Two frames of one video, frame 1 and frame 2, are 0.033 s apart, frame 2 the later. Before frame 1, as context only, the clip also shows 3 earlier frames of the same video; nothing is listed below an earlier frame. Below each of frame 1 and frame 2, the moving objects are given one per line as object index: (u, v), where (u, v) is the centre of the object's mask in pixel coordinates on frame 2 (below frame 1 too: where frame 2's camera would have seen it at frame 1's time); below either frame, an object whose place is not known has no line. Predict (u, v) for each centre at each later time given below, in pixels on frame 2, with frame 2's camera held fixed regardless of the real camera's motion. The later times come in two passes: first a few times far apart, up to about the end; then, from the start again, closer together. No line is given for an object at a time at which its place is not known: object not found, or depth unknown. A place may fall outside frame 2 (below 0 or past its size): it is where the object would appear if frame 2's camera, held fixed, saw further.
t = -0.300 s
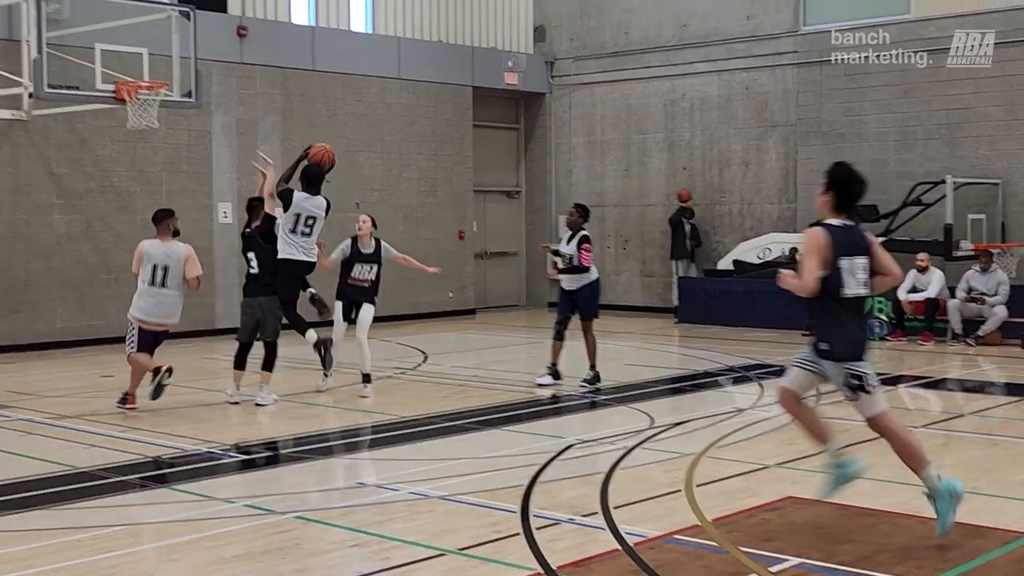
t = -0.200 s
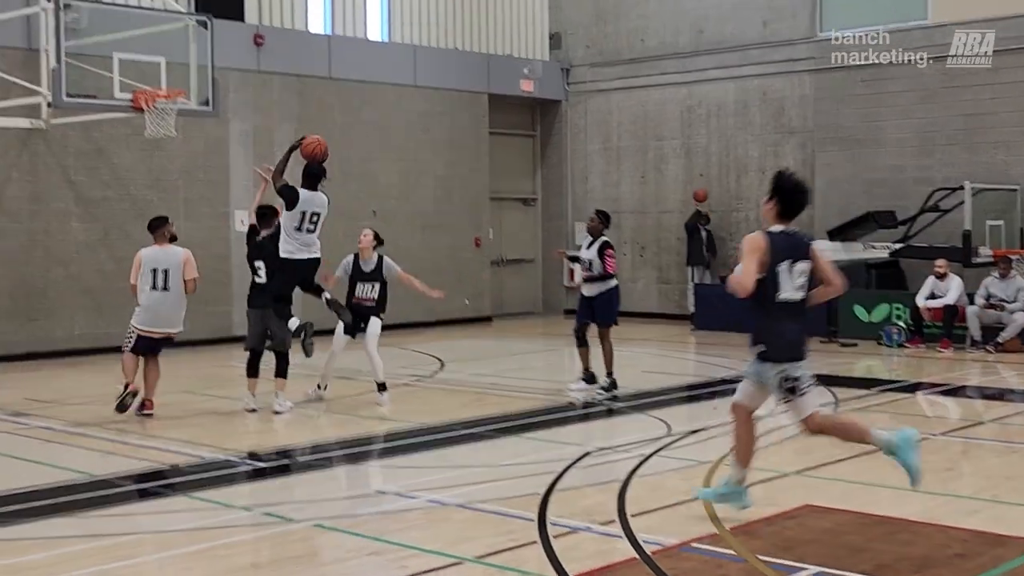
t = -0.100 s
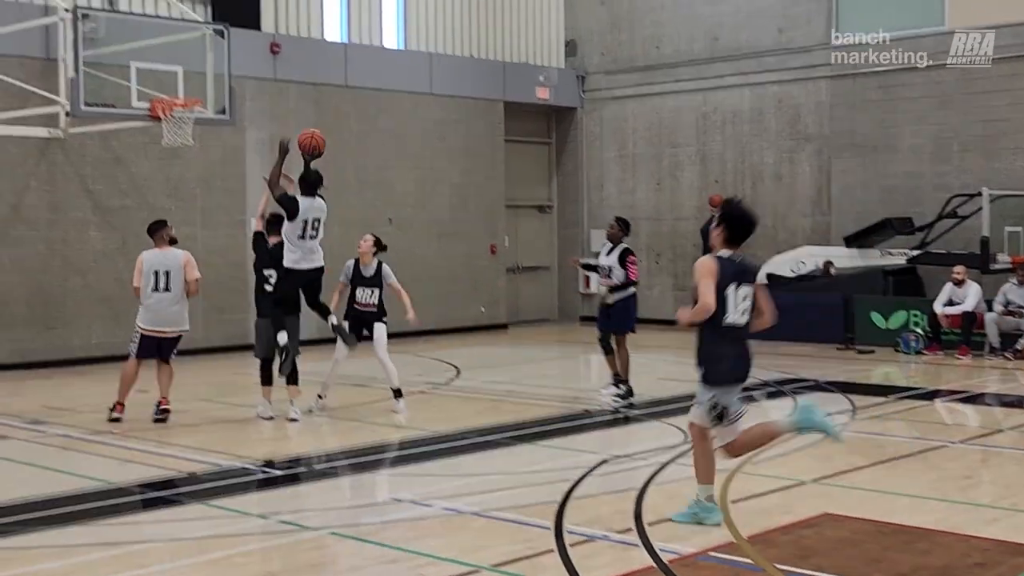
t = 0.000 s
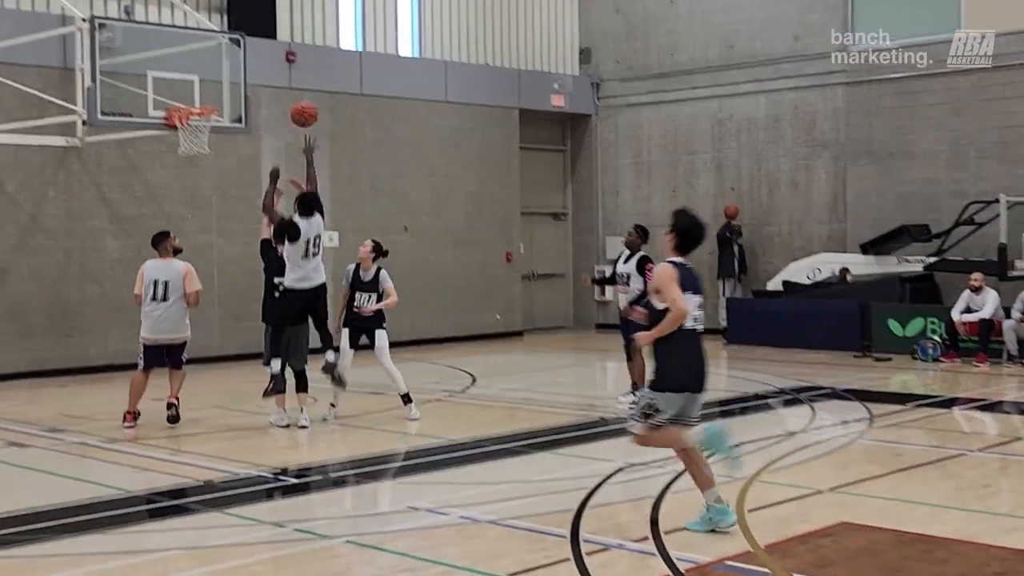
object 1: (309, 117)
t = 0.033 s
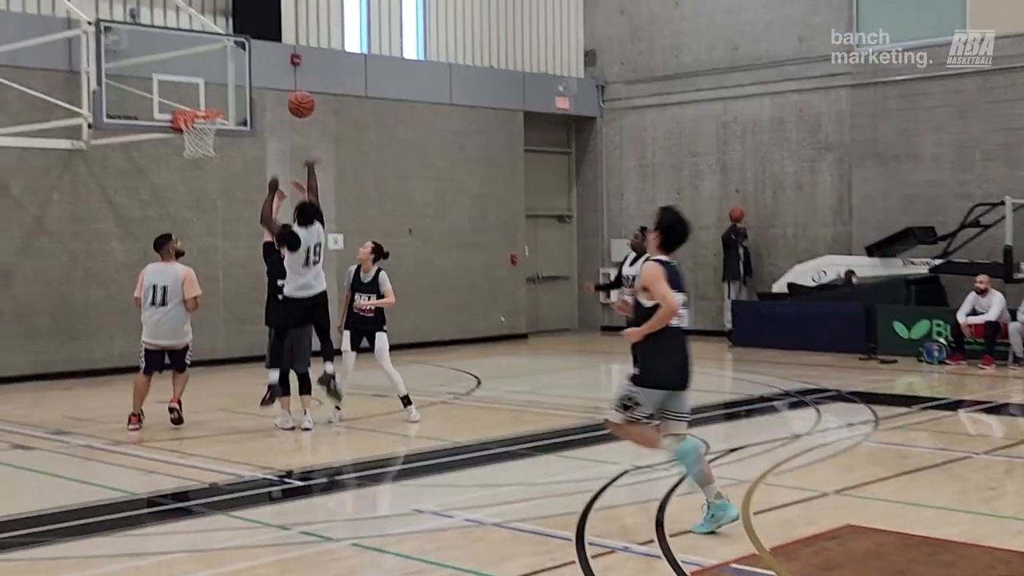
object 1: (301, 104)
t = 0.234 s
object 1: (256, 60)
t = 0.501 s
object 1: (204, 68)
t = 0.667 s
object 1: (177, 101)
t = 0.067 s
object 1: (293, 93)
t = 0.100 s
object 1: (285, 84)
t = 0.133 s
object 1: (277, 76)
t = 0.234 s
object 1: (256, 60)
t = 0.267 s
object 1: (249, 57)
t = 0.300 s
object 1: (243, 55)
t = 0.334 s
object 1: (236, 54)
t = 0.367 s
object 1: (229, 55)
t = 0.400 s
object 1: (223, 56)
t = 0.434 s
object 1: (216, 59)
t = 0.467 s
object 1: (210, 63)
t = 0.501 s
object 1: (204, 68)
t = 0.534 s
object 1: (199, 73)
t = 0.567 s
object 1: (193, 79)
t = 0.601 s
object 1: (187, 87)
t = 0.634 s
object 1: (182, 95)
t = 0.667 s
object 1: (177, 101)
